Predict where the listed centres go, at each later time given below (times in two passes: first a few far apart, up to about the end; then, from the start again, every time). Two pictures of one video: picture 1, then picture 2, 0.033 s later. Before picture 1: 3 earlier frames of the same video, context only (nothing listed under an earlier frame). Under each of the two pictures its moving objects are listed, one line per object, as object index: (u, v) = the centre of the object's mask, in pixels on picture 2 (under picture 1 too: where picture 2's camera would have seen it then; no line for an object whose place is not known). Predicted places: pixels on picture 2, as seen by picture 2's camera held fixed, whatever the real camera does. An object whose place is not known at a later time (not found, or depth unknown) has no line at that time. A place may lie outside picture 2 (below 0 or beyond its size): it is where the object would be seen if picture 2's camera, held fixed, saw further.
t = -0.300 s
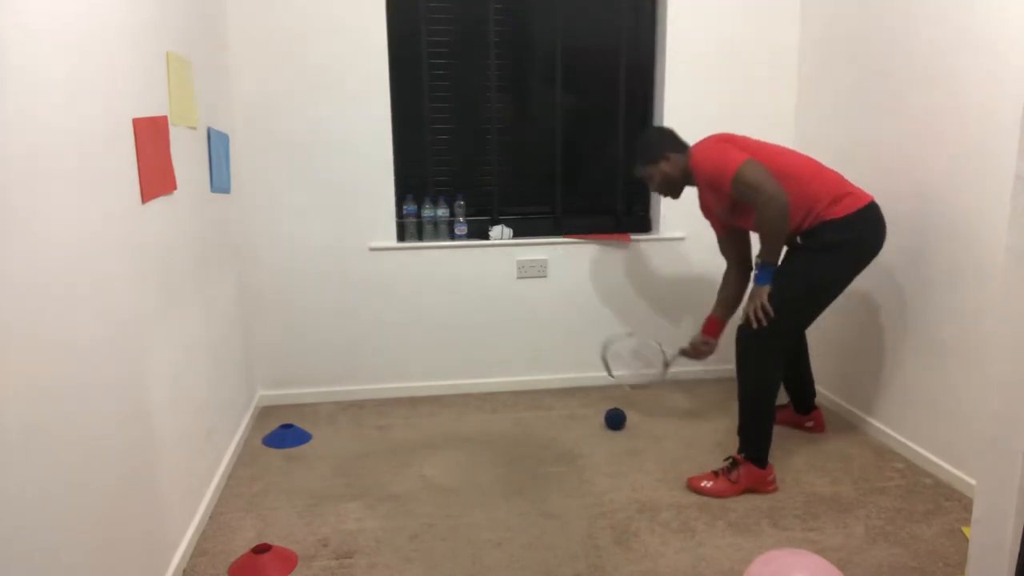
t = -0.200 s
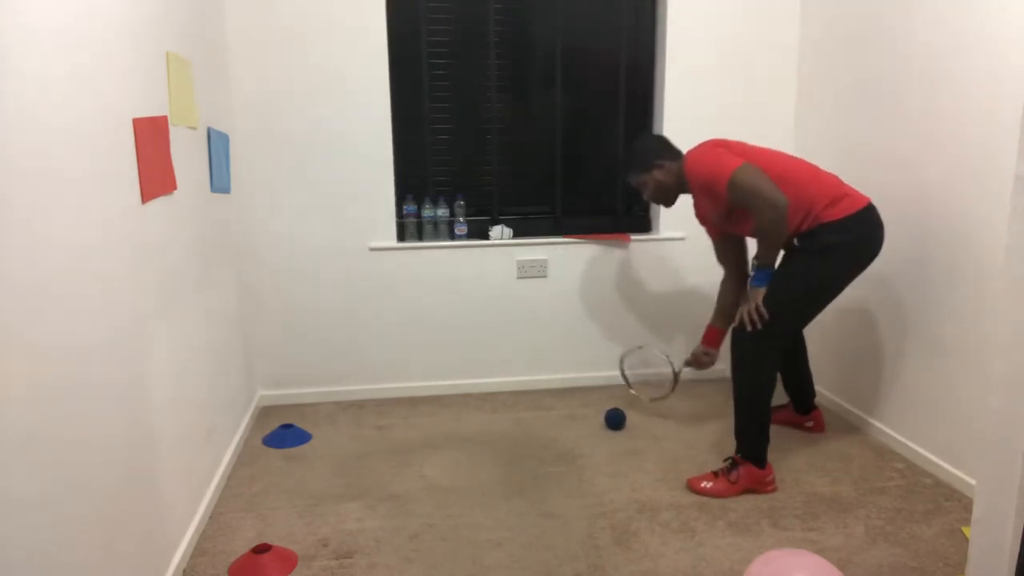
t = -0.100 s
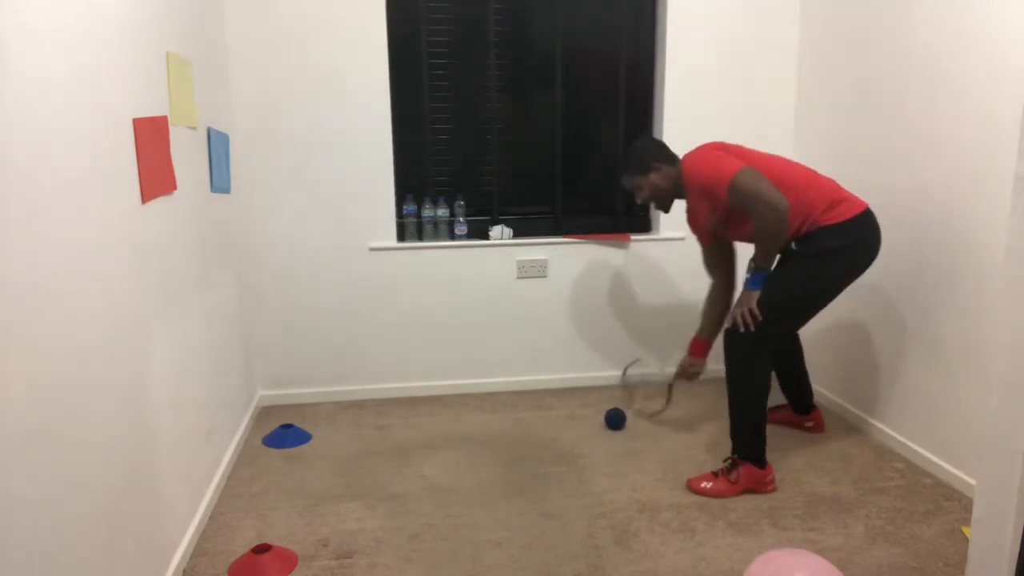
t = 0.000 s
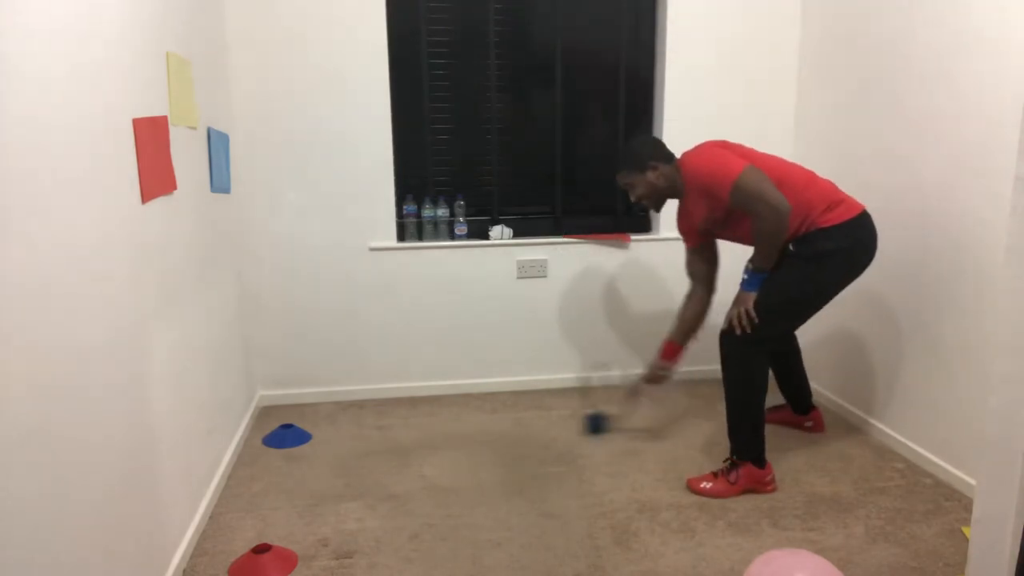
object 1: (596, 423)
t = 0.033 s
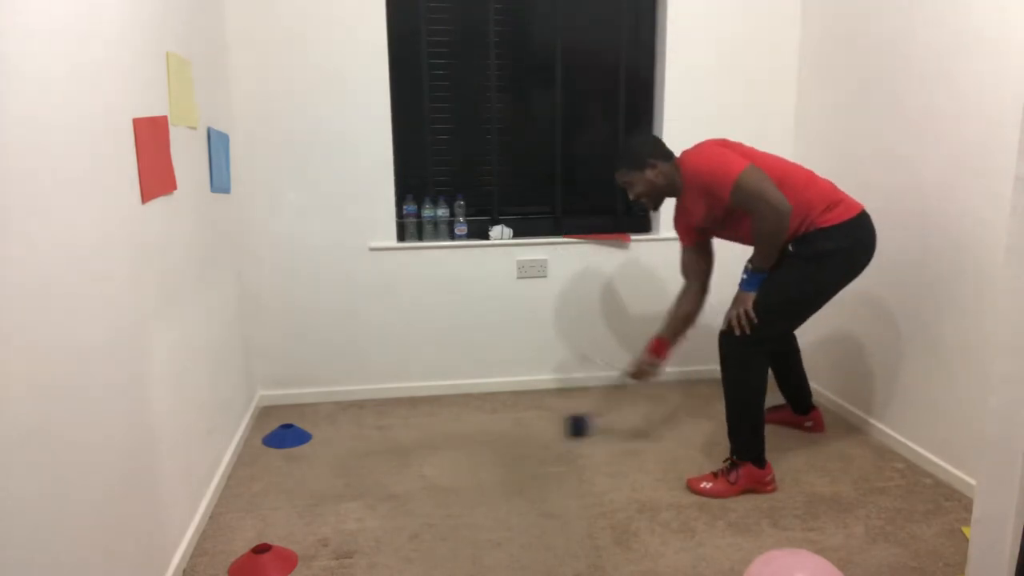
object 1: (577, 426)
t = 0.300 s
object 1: (429, 456)
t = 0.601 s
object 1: (246, 495)
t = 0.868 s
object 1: (315, 500)
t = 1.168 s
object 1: (371, 509)
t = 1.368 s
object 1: (417, 514)
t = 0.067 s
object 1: (561, 428)
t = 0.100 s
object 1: (543, 432)
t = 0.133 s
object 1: (524, 440)
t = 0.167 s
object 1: (505, 442)
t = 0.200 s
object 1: (487, 443)
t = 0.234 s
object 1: (467, 449)
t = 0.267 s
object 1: (448, 454)
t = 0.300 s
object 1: (429, 456)
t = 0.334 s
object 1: (409, 462)
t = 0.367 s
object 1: (391, 467)
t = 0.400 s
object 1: (370, 469)
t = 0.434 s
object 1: (349, 474)
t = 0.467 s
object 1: (330, 479)
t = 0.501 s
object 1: (308, 483)
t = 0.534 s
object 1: (288, 488)
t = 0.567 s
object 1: (268, 492)
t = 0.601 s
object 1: (246, 495)
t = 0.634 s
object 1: (224, 499)
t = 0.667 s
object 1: (230, 492)
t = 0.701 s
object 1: (245, 484)
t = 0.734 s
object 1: (258, 480)
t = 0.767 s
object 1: (273, 480)
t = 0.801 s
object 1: (286, 483)
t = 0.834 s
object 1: (300, 489)
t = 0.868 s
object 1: (315, 500)
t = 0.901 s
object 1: (324, 501)
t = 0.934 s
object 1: (328, 496)
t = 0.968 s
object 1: (332, 494)
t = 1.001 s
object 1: (336, 494)
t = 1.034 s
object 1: (341, 499)
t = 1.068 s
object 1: (346, 507)
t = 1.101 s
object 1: (354, 508)
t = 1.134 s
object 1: (362, 507)
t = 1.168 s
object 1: (371, 509)
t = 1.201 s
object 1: (379, 511)
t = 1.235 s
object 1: (386, 511)
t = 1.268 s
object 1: (394, 513)
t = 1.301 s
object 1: (402, 513)
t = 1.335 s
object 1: (410, 514)
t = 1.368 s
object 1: (417, 514)
